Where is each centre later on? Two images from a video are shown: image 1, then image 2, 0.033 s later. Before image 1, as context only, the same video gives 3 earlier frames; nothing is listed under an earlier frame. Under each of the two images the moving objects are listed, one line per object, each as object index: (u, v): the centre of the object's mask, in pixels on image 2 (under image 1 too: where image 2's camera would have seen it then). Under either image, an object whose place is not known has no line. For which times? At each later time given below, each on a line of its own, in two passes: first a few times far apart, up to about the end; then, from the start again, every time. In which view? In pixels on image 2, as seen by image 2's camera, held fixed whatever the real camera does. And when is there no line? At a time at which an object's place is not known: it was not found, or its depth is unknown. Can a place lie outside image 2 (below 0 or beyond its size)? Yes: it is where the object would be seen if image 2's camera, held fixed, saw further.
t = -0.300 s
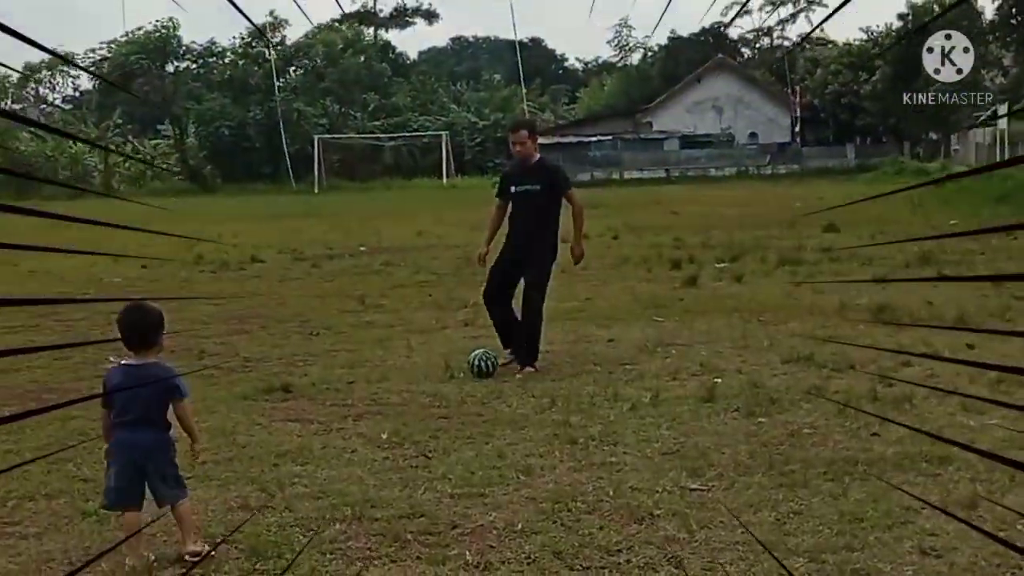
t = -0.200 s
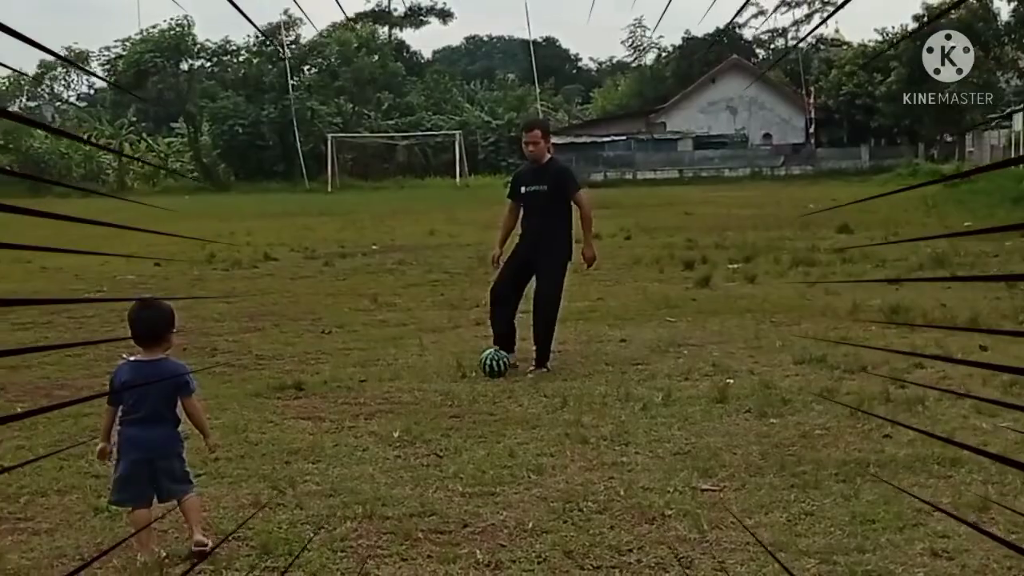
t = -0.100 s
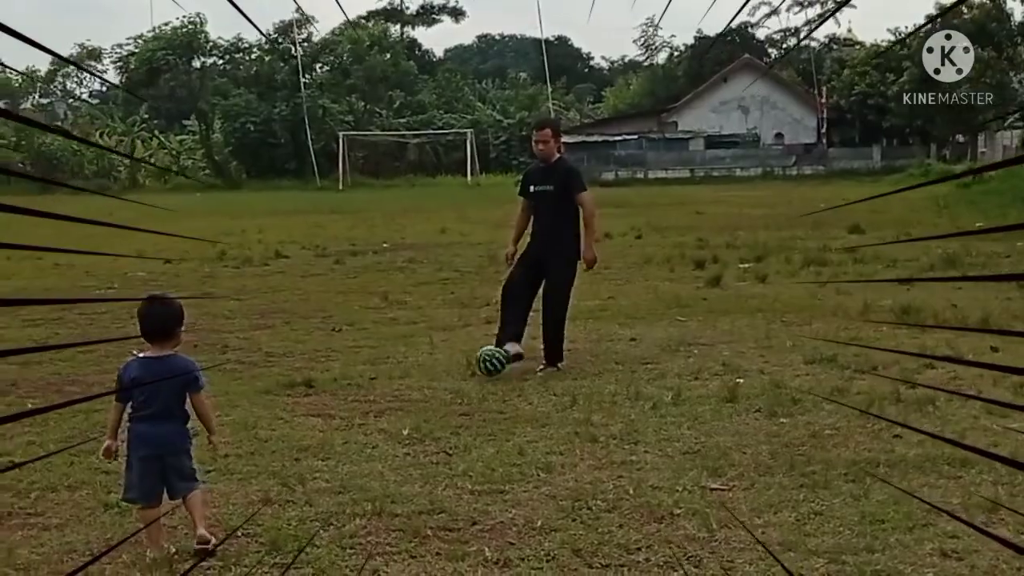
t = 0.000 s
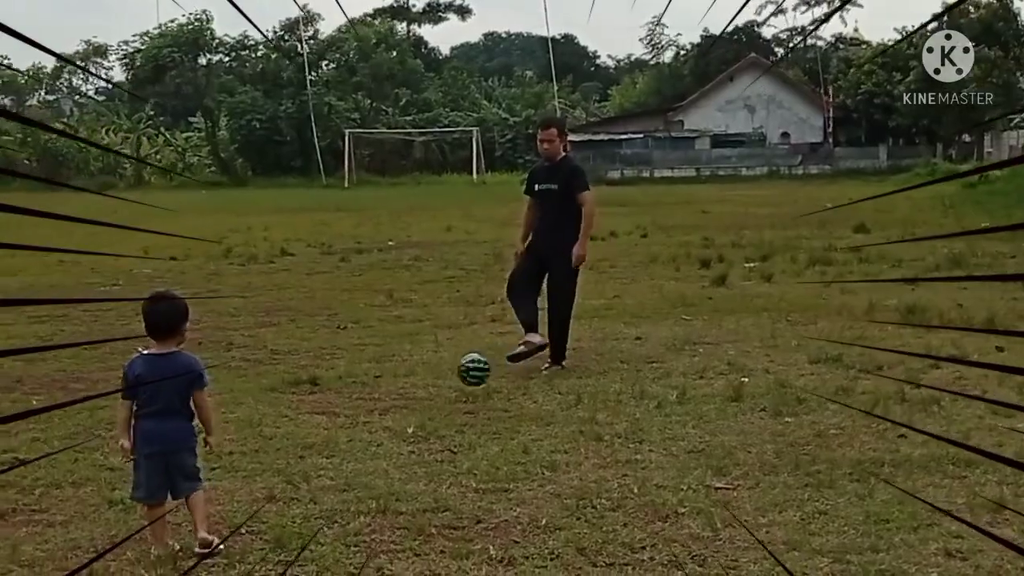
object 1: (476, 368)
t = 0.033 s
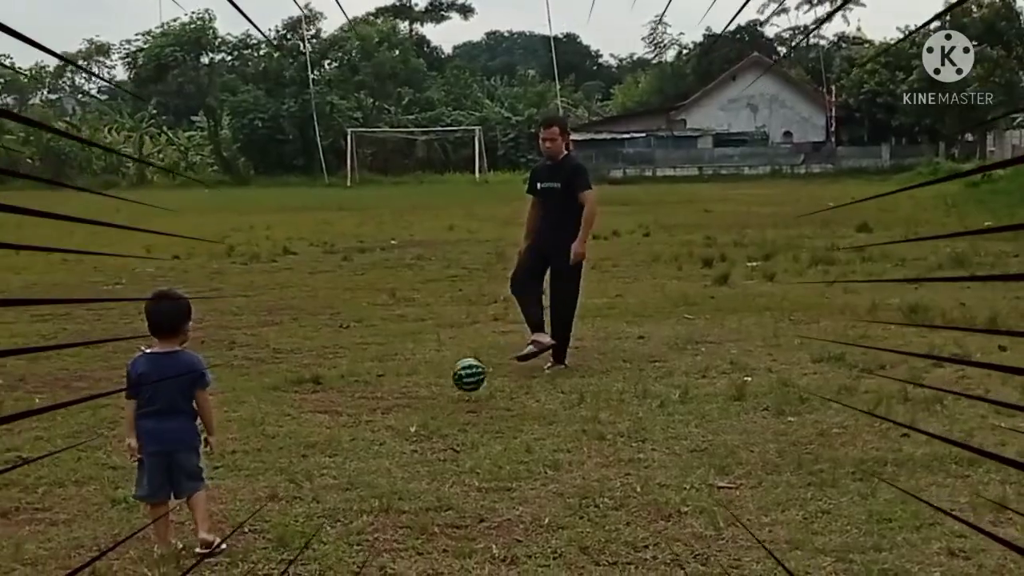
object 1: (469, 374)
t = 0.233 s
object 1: (432, 399)
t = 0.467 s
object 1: (400, 426)
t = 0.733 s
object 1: (366, 453)
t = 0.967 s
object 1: (342, 476)
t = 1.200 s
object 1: (321, 501)
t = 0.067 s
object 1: (461, 383)
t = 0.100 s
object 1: (453, 392)
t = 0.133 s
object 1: (446, 401)
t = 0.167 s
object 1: (441, 401)
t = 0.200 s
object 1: (436, 399)
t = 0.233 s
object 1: (432, 399)
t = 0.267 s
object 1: (426, 402)
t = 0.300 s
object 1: (422, 407)
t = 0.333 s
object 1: (417, 413)
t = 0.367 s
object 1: (412, 420)
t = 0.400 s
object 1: (408, 428)
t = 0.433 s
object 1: (404, 427)
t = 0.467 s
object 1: (400, 426)
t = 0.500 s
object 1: (396, 426)
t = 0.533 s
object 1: (391, 430)
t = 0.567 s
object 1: (387, 435)
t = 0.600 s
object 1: (382, 444)
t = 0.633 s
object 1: (377, 449)
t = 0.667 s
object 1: (374, 448)
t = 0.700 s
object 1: (370, 449)
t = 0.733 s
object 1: (366, 453)
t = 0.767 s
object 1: (362, 460)
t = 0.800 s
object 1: (358, 465)
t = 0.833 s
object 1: (354, 469)
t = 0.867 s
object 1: (350, 471)
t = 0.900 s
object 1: (347, 474)
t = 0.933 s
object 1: (344, 475)
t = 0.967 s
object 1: (342, 476)
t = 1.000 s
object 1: (339, 480)
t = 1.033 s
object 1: (336, 483)
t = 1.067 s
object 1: (334, 487)
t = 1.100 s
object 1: (331, 491)
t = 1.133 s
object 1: (328, 494)
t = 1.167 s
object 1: (324, 499)
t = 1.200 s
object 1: (321, 501)
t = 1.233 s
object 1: (319, 504)
